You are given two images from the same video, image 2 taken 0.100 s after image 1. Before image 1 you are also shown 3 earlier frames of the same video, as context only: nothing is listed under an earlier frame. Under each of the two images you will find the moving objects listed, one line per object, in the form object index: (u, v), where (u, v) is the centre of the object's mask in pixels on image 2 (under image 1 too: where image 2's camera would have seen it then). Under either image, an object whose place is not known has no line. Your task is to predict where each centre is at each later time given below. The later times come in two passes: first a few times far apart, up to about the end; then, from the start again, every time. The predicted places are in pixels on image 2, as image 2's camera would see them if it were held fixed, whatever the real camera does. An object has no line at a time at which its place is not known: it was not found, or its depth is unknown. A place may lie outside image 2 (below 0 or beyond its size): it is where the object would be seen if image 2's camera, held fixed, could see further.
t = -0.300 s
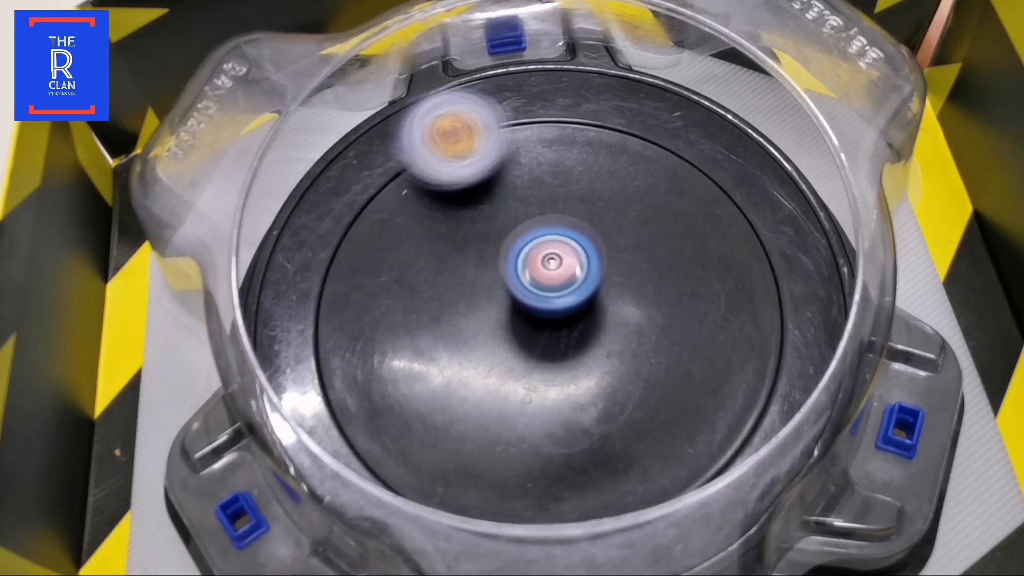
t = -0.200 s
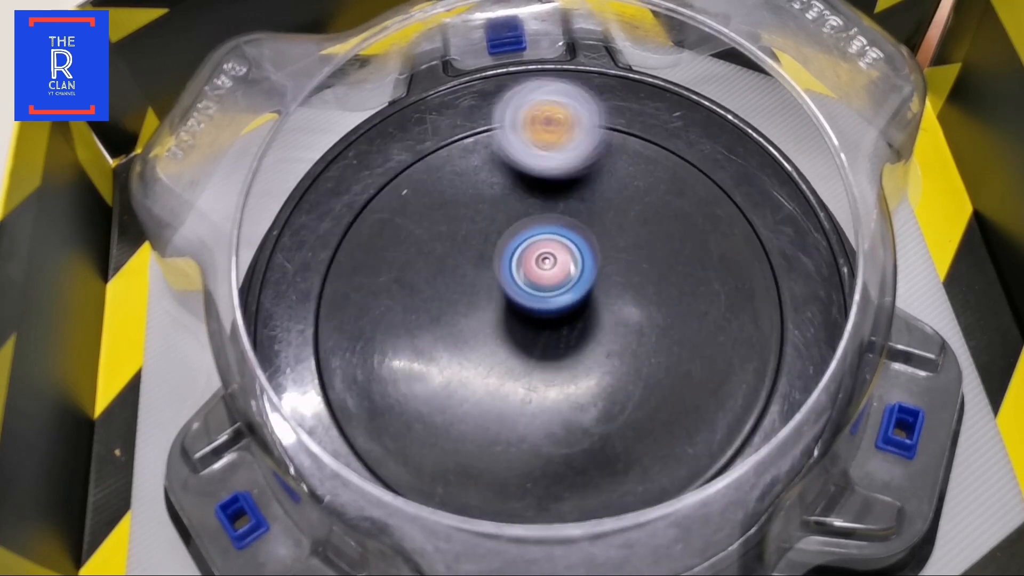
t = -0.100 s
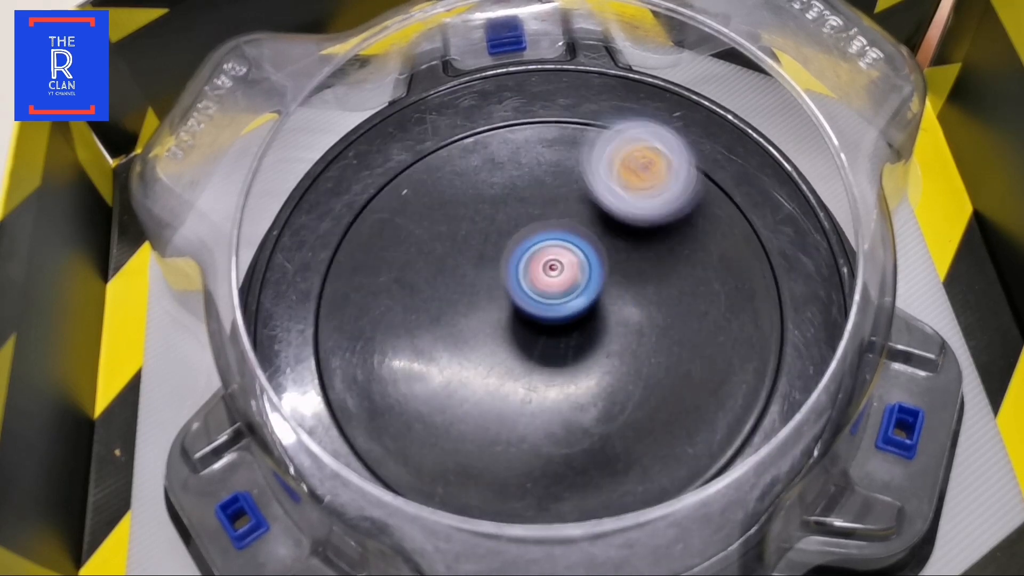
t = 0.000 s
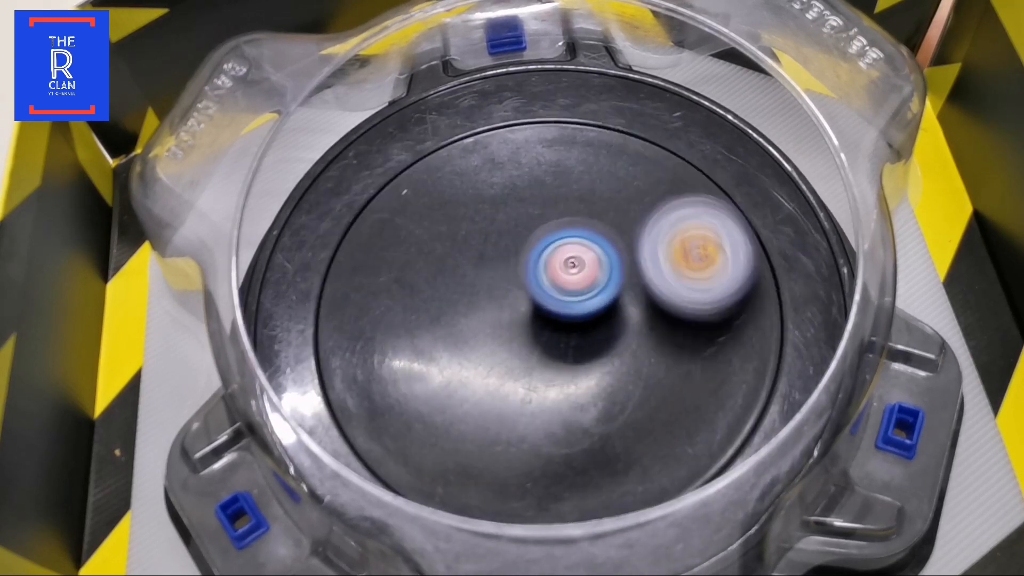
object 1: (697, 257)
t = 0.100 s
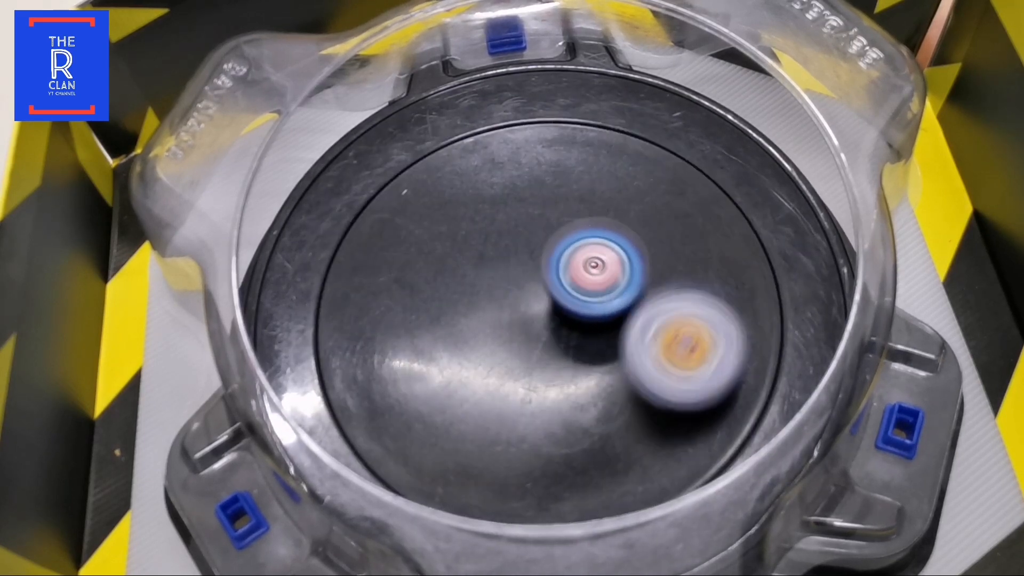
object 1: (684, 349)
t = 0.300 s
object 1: (511, 455)
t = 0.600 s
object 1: (378, 309)
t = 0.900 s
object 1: (419, 199)
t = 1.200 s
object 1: (600, 261)
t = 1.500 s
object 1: (543, 257)
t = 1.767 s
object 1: (527, 225)
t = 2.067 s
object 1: (612, 160)
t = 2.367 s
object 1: (573, 319)
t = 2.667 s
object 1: (476, 206)
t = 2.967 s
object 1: (535, 215)
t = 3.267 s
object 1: (469, 308)
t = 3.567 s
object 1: (415, 304)
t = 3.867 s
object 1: (531, 357)
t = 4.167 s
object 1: (545, 423)
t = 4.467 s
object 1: (572, 383)
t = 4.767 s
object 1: (599, 373)
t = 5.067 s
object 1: (603, 271)
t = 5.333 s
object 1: (640, 227)
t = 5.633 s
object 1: (567, 276)
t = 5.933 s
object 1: (588, 121)
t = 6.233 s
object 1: (573, 197)
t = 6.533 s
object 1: (368, 285)
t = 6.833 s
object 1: (411, 346)
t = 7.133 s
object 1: (564, 483)
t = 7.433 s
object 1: (615, 431)
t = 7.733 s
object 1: (600, 404)
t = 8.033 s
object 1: (544, 347)
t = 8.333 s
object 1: (539, 363)
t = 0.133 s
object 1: (667, 374)
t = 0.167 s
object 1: (645, 397)
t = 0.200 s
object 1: (616, 421)
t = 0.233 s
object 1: (582, 439)
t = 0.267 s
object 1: (544, 451)
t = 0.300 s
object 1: (511, 455)
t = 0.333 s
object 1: (479, 452)
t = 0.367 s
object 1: (451, 445)
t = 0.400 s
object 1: (425, 433)
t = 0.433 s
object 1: (405, 418)
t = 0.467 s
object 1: (389, 397)
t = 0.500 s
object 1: (379, 377)
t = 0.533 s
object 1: (374, 355)
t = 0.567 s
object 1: (373, 332)
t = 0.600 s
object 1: (378, 309)
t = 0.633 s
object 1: (387, 288)
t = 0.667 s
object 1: (401, 268)
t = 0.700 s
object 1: (418, 252)
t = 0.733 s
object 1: (427, 237)
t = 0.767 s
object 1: (412, 225)
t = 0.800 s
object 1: (403, 214)
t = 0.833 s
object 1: (402, 207)
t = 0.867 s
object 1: (407, 201)
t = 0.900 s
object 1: (419, 199)
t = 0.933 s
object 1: (435, 197)
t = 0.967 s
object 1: (454, 198)
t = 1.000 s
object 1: (471, 197)
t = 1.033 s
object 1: (497, 200)
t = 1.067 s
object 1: (523, 206)
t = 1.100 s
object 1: (547, 217)
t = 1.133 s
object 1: (567, 229)
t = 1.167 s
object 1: (585, 244)
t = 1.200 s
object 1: (600, 261)
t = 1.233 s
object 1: (613, 278)
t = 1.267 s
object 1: (613, 285)
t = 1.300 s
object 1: (605, 279)
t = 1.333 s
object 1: (594, 273)
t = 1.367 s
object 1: (583, 268)
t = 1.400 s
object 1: (574, 265)
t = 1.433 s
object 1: (564, 263)
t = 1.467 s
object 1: (554, 260)
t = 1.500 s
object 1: (543, 257)
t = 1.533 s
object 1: (532, 254)
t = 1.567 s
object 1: (522, 251)
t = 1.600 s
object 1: (515, 245)
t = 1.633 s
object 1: (510, 240)
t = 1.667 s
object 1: (509, 236)
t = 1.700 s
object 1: (511, 230)
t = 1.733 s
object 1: (518, 227)
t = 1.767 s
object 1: (527, 225)
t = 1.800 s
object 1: (535, 228)
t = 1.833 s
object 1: (543, 227)
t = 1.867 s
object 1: (545, 205)
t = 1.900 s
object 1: (548, 187)
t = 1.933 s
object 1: (556, 173)
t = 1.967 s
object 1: (565, 164)
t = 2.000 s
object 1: (580, 157)
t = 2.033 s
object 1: (594, 155)
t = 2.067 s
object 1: (612, 160)
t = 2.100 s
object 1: (626, 169)
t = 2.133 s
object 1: (637, 185)
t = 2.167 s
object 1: (643, 203)
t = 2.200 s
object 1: (642, 227)
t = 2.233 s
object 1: (637, 248)
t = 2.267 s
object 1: (624, 270)
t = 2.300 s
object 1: (611, 289)
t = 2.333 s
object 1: (591, 305)
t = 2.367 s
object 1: (573, 319)
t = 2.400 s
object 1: (559, 310)
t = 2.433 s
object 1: (549, 289)
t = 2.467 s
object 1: (538, 271)
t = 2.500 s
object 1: (525, 256)
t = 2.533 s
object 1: (510, 245)
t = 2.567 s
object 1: (497, 235)
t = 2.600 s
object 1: (487, 225)
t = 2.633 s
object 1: (479, 216)
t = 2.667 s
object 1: (476, 206)
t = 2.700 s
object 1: (475, 197)
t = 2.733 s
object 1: (477, 190)
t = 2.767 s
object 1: (483, 184)
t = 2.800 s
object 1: (493, 180)
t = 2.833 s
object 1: (504, 180)
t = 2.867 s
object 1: (516, 186)
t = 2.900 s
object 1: (526, 198)
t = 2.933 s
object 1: (534, 213)
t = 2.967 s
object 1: (535, 215)
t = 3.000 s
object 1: (534, 217)
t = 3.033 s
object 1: (532, 226)
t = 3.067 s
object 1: (529, 237)
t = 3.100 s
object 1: (523, 250)
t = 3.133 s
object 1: (514, 263)
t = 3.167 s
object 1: (503, 275)
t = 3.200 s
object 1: (492, 287)
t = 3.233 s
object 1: (481, 299)
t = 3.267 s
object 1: (469, 308)
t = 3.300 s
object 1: (456, 317)
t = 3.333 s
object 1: (444, 324)
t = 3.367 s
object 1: (432, 328)
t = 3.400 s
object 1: (421, 329)
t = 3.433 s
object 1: (412, 327)
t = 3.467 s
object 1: (405, 323)
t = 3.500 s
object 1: (403, 317)
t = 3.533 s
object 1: (405, 310)
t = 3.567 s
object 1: (415, 304)
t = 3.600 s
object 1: (428, 301)
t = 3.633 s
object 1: (443, 300)
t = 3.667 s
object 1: (459, 304)
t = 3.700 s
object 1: (474, 309)
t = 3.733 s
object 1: (487, 316)
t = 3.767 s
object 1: (499, 325)
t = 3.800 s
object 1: (510, 335)
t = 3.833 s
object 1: (520, 347)
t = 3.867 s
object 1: (531, 357)
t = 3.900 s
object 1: (541, 368)
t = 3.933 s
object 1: (551, 377)
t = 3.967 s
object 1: (559, 387)
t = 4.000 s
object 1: (564, 396)
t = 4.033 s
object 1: (567, 404)
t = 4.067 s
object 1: (566, 412)
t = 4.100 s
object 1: (562, 419)
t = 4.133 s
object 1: (554, 424)
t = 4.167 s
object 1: (545, 423)
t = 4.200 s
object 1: (535, 418)
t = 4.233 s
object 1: (530, 407)
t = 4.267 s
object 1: (528, 394)
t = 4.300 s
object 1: (529, 380)
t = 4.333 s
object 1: (535, 365)
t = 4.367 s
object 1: (545, 349)
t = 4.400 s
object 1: (554, 353)
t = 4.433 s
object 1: (564, 370)
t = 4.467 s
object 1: (572, 383)
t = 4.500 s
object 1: (580, 389)
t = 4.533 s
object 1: (587, 390)
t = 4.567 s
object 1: (593, 388)
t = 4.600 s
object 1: (598, 387)
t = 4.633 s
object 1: (601, 386)
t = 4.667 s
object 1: (603, 384)
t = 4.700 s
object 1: (603, 382)
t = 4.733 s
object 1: (602, 379)
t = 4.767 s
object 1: (599, 373)
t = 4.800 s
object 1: (598, 364)
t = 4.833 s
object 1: (595, 353)
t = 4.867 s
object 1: (596, 341)
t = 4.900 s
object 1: (596, 330)
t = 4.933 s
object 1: (598, 317)
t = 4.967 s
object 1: (599, 307)
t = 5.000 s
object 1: (600, 293)
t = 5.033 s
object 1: (602, 283)
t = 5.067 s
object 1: (603, 271)
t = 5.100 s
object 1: (607, 262)
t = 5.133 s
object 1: (609, 253)
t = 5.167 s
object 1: (614, 243)
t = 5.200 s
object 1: (618, 237)
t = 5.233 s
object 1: (624, 230)
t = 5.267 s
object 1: (630, 226)
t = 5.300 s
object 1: (635, 224)
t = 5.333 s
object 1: (640, 227)
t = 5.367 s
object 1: (642, 234)
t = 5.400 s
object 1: (642, 240)
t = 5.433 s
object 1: (638, 249)
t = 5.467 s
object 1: (629, 255)
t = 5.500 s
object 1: (620, 263)
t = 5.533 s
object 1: (606, 267)
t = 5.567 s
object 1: (593, 271)
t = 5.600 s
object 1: (580, 275)
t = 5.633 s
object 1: (567, 276)
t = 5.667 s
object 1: (560, 261)
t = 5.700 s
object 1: (561, 225)
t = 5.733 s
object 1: (565, 196)
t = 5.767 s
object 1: (571, 170)
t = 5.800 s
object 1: (573, 147)
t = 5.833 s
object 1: (577, 135)
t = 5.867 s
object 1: (581, 127)
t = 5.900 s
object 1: (585, 123)
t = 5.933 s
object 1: (588, 121)
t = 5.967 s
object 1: (590, 122)
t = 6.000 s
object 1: (593, 125)
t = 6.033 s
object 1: (594, 129)
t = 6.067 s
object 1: (594, 136)
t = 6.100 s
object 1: (593, 142)
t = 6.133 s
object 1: (589, 156)
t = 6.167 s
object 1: (587, 168)
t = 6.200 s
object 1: (579, 182)
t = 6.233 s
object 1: (573, 197)
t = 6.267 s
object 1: (568, 208)
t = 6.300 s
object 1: (558, 223)
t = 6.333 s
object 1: (551, 236)
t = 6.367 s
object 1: (518, 242)
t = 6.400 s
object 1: (474, 251)
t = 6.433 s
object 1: (437, 262)
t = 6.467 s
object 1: (407, 268)
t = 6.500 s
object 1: (385, 275)
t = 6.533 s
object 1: (368, 285)
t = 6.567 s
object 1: (362, 294)
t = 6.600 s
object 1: (360, 299)
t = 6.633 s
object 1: (359, 305)
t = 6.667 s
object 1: (360, 310)
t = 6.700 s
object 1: (365, 319)
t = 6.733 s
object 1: (373, 327)
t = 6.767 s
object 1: (385, 334)
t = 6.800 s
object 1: (398, 339)
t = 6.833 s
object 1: (411, 346)
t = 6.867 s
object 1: (427, 352)
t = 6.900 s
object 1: (444, 357)
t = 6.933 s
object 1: (461, 362)
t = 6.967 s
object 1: (477, 397)
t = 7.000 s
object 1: (496, 429)
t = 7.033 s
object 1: (515, 451)
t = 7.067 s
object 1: (532, 468)
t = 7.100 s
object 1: (548, 477)
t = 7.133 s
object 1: (564, 483)
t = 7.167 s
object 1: (578, 485)
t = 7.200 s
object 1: (592, 485)
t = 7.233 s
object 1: (604, 483)
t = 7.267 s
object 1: (613, 480)
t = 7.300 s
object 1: (623, 474)
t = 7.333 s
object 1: (624, 468)
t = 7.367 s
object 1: (624, 461)
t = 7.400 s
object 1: (619, 447)
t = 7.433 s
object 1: (615, 431)
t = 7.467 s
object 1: (607, 412)
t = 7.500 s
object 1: (598, 395)
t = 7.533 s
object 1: (587, 376)
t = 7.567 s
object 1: (582, 360)
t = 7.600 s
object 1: (592, 373)
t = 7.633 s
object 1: (592, 390)
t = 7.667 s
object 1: (604, 399)
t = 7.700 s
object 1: (601, 405)
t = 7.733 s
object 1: (600, 404)
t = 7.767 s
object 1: (596, 404)
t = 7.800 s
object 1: (595, 399)
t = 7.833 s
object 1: (589, 398)
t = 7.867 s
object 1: (580, 393)
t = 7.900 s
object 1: (574, 390)
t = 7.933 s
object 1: (568, 382)
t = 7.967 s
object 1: (561, 372)
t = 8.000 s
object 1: (552, 361)
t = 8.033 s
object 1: (544, 347)
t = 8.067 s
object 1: (540, 343)
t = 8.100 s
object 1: (535, 341)
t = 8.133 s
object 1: (534, 336)
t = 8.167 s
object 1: (530, 335)
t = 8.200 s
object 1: (532, 335)
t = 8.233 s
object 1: (536, 337)
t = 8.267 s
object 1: (537, 344)
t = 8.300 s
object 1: (540, 355)
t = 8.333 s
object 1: (539, 363)
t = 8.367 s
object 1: (538, 372)
